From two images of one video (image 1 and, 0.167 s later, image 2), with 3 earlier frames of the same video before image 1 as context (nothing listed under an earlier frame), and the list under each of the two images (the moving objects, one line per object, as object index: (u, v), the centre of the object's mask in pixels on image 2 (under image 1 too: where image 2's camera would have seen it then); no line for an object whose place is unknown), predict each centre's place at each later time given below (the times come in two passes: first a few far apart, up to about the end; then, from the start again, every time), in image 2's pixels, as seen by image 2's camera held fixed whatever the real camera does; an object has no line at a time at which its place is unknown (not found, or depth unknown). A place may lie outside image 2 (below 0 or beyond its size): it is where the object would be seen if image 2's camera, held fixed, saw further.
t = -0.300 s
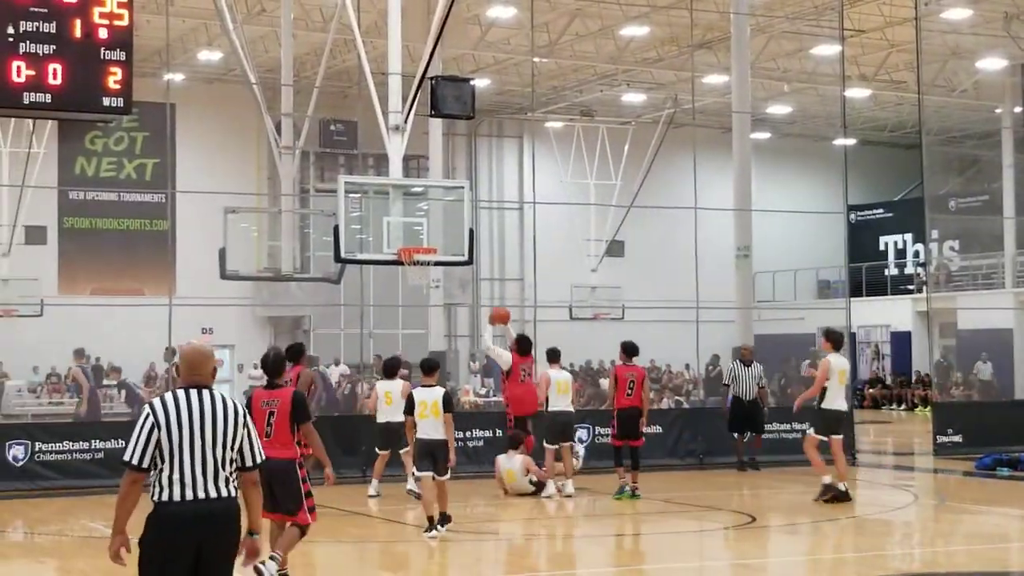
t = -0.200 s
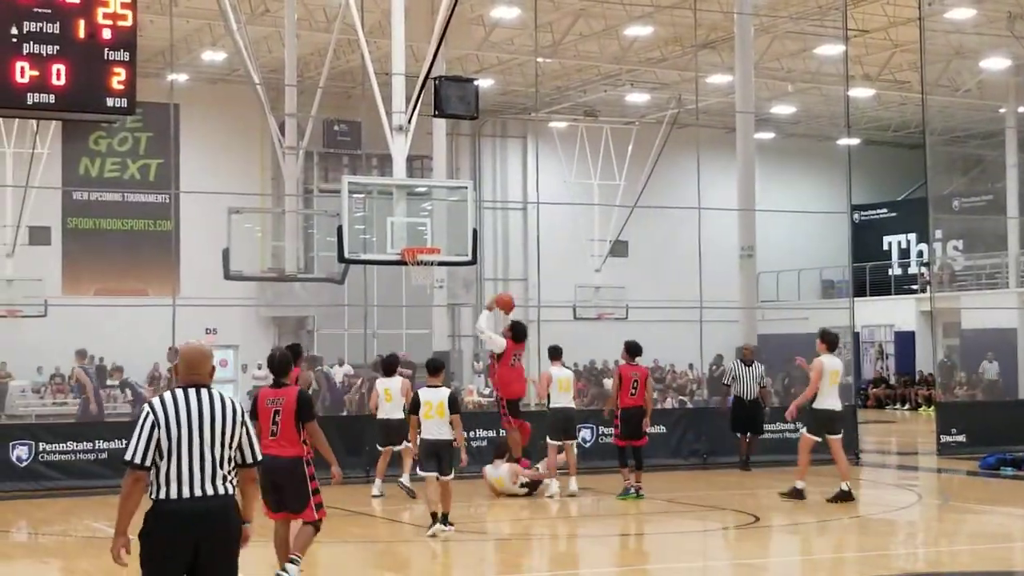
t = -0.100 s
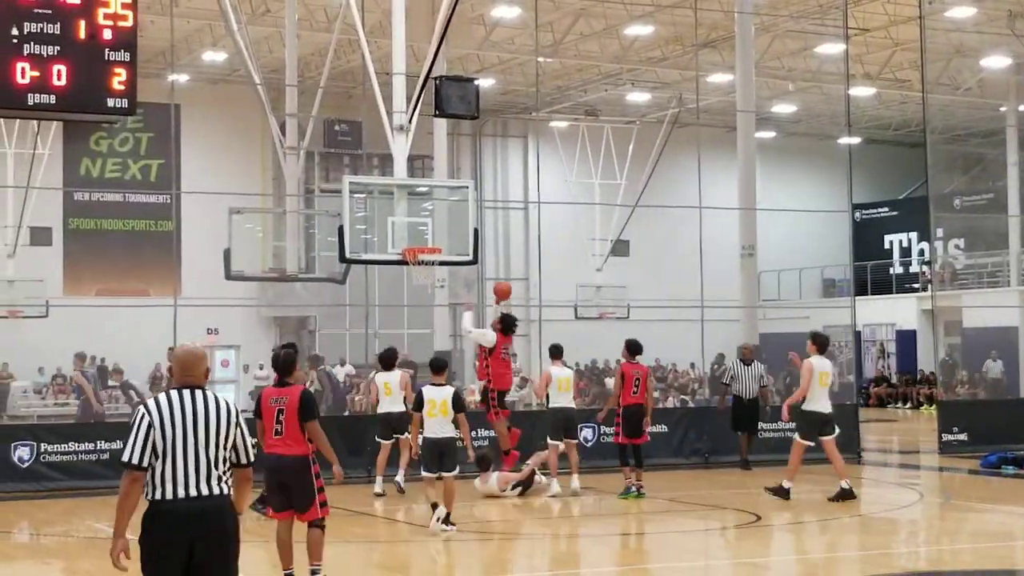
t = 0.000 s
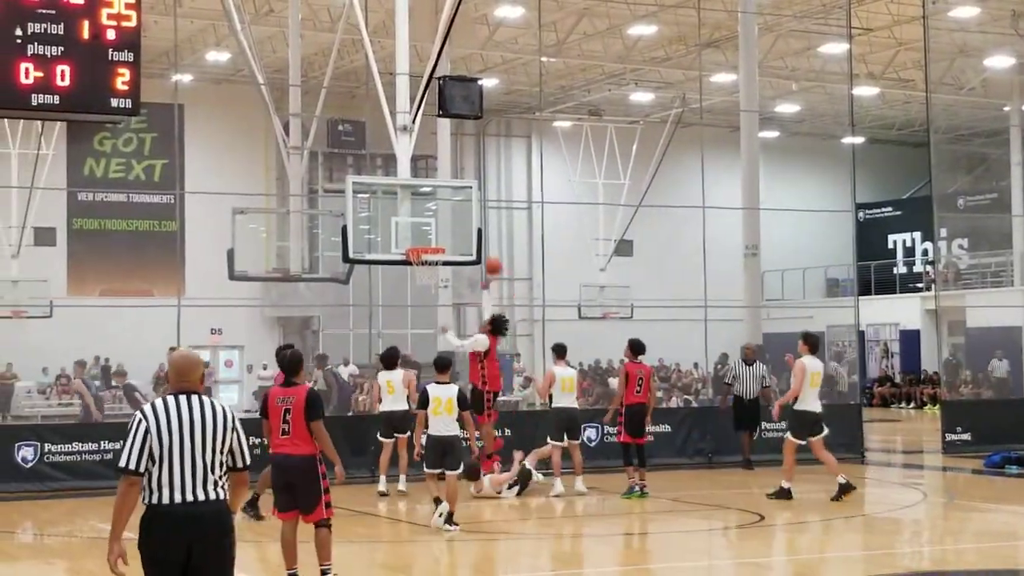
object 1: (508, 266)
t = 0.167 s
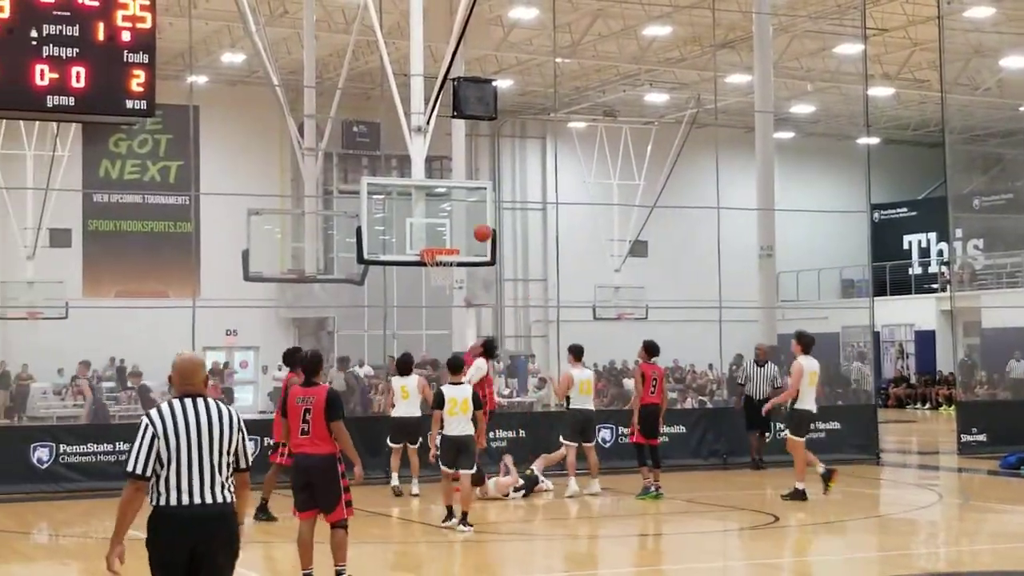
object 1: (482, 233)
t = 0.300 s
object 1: (462, 221)
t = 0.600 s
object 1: (459, 237)
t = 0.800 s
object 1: (466, 225)
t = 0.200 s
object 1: (477, 228)
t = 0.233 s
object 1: (472, 225)
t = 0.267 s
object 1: (468, 222)
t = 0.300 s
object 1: (462, 221)
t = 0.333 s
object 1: (460, 220)
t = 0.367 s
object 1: (459, 221)
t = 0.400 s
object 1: (459, 222)
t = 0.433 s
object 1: (459, 224)
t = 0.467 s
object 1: (459, 228)
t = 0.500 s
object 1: (459, 232)
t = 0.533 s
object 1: (458, 237)
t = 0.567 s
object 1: (458, 241)
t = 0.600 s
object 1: (459, 237)
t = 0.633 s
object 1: (460, 233)
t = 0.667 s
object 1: (462, 230)
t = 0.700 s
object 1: (463, 227)
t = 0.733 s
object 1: (464, 226)
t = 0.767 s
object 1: (465, 225)
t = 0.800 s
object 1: (466, 225)
